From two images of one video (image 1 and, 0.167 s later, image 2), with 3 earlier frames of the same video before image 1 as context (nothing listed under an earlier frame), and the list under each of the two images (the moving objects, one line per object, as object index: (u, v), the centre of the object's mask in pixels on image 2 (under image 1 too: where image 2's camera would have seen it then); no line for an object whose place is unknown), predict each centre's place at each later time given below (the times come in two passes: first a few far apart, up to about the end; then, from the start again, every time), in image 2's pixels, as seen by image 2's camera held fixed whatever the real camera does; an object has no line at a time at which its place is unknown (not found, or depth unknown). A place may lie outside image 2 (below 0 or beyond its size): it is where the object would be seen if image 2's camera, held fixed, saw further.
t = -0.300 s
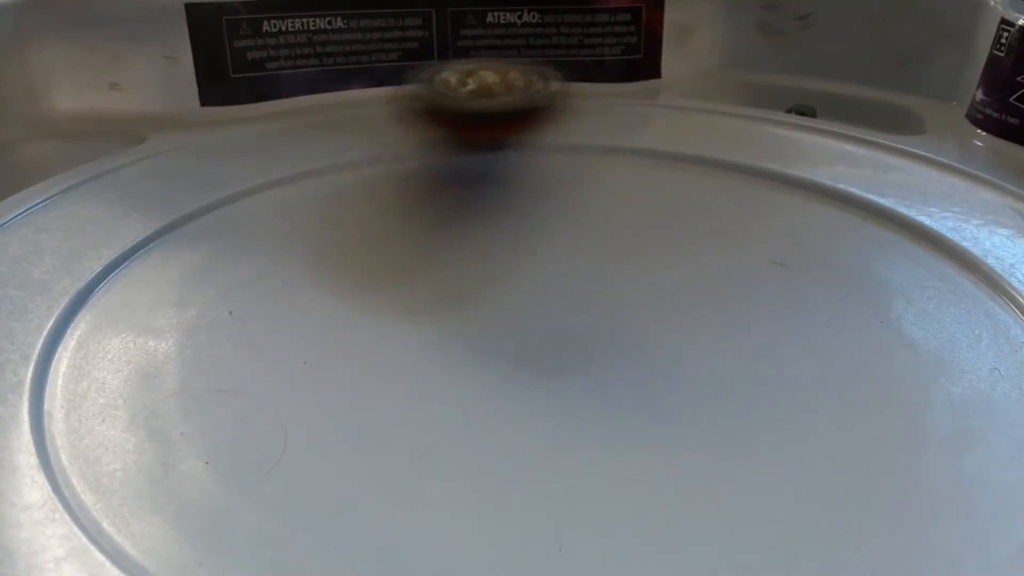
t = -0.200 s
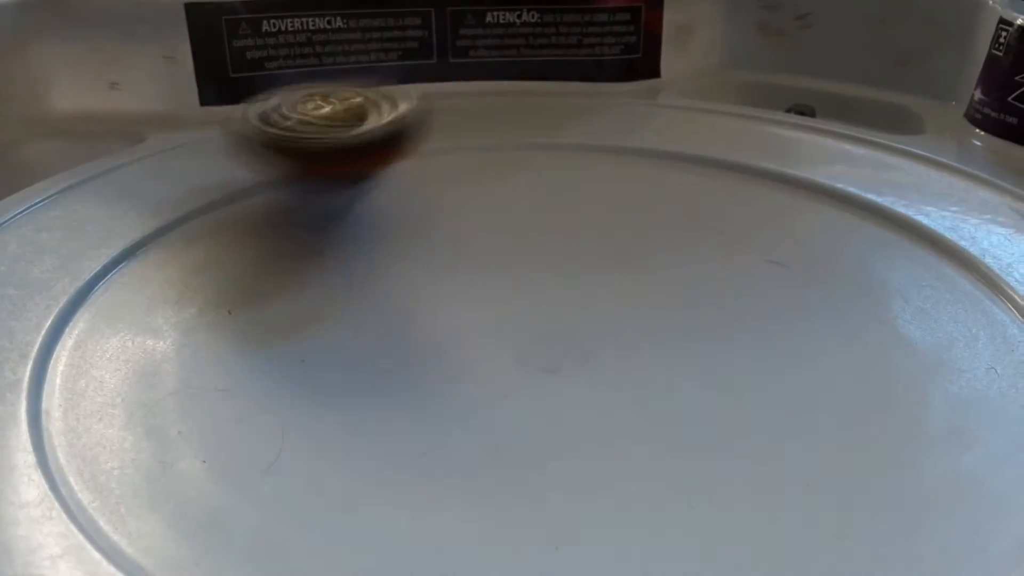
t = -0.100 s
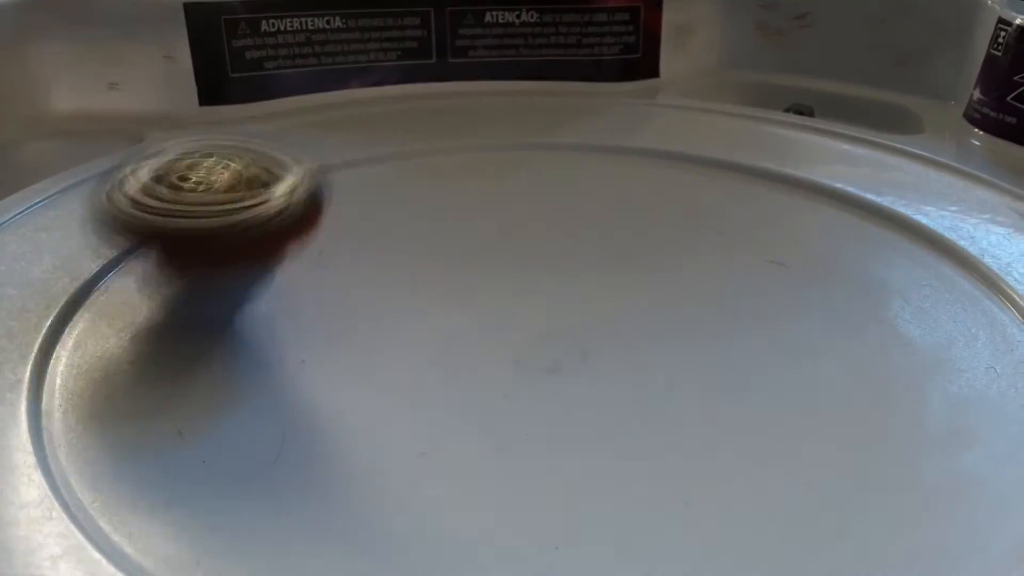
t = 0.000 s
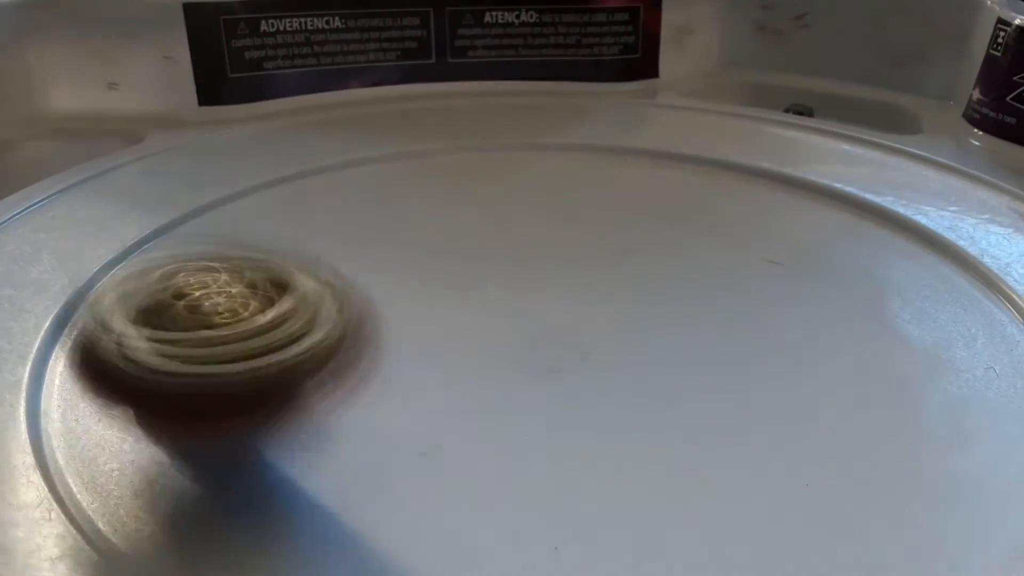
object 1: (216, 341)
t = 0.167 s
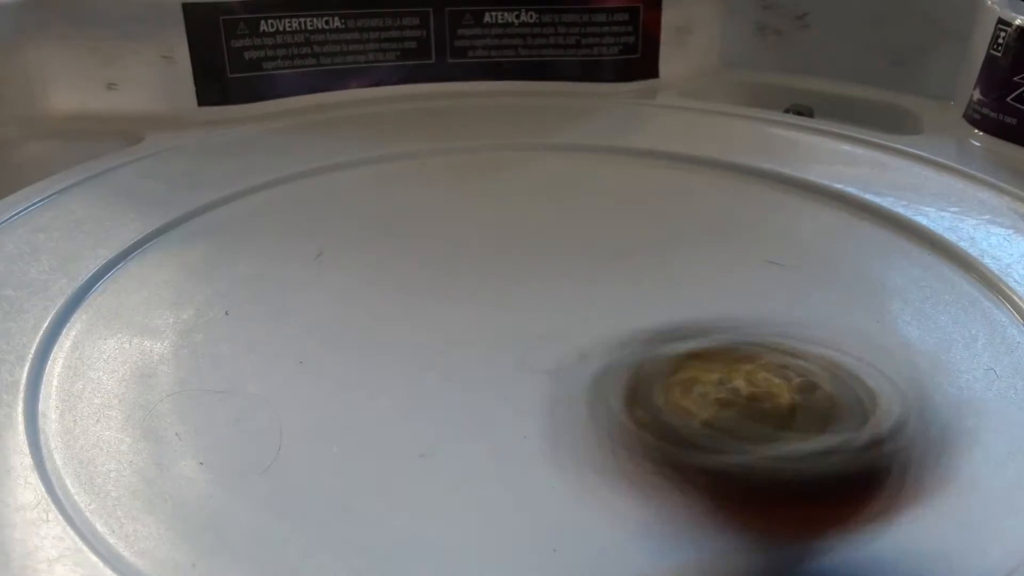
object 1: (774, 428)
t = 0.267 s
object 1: (921, 336)
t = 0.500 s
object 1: (719, 148)
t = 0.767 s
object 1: (333, 203)
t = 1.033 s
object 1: (492, 424)
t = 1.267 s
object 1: (806, 320)
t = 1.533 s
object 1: (625, 198)
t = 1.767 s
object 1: (413, 202)
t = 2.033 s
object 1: (347, 315)
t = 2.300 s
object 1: (646, 359)
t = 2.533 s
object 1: (749, 267)
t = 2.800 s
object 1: (584, 203)
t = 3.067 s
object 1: (393, 256)
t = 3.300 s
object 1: (448, 359)
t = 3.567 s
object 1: (706, 339)
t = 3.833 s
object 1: (656, 235)
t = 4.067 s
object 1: (491, 211)
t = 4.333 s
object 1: (390, 280)
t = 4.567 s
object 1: (522, 334)
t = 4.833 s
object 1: (676, 297)
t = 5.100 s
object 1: (622, 242)
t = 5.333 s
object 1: (507, 248)
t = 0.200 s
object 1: (846, 404)
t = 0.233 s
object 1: (899, 369)
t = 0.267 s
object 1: (921, 336)
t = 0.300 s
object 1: (929, 301)
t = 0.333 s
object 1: (920, 250)
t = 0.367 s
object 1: (904, 219)
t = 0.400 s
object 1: (868, 193)
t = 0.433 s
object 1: (820, 173)
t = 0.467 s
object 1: (775, 158)
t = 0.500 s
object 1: (719, 148)
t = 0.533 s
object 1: (658, 142)
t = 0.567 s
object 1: (609, 141)
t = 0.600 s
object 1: (560, 140)
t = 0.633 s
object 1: (512, 146)
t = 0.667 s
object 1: (464, 153)
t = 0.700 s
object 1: (416, 165)
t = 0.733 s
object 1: (371, 184)
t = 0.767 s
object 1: (333, 203)
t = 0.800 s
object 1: (297, 235)
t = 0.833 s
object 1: (274, 262)
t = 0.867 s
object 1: (262, 293)
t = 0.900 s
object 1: (264, 315)
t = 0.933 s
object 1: (291, 360)
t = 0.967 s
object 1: (336, 389)
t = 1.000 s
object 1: (412, 409)
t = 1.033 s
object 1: (492, 424)
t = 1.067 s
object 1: (570, 426)
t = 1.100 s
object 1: (643, 417)
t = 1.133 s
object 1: (710, 404)
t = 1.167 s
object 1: (760, 382)
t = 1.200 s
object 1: (787, 362)
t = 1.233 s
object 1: (802, 342)
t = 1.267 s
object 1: (806, 320)
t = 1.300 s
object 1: (802, 295)
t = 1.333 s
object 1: (788, 274)
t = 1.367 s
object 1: (770, 256)
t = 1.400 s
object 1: (745, 240)
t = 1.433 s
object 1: (720, 225)
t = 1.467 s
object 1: (689, 215)
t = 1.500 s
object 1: (657, 205)
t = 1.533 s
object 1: (625, 198)
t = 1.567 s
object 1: (593, 193)
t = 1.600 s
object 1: (556, 191)
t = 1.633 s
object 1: (526, 190)
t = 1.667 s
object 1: (496, 189)
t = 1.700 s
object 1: (467, 191)
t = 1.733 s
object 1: (438, 196)
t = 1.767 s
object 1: (413, 202)
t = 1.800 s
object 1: (391, 210)
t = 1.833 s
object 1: (370, 220)
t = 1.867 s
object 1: (352, 230)
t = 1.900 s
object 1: (338, 244)
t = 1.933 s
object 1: (330, 263)
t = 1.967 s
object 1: (328, 281)
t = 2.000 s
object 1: (334, 299)
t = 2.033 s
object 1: (347, 315)
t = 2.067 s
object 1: (372, 331)
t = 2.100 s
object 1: (402, 347)
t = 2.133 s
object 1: (436, 357)
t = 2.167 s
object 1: (480, 364)
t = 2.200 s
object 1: (522, 367)
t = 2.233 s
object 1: (566, 368)
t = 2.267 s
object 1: (609, 365)
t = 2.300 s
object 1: (646, 359)
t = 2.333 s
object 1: (680, 350)
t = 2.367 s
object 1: (711, 339)
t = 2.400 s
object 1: (734, 326)
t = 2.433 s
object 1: (748, 312)
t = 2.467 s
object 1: (755, 298)
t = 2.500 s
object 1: (755, 282)
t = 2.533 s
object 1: (749, 267)
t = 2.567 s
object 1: (739, 253)
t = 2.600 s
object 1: (724, 240)
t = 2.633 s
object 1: (708, 228)
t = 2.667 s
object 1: (687, 220)
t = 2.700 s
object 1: (661, 213)
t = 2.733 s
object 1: (636, 208)
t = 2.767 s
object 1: (611, 205)
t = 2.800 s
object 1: (584, 203)
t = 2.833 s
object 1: (556, 203)
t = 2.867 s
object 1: (528, 204)
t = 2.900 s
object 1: (499, 208)
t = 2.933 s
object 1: (474, 214)
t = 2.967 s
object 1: (449, 223)
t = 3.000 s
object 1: (426, 234)
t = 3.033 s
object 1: (409, 244)
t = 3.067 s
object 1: (393, 256)
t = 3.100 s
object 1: (382, 272)
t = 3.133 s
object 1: (377, 291)
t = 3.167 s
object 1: (378, 306)
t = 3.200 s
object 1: (386, 320)
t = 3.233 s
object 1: (400, 334)
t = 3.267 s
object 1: (421, 348)
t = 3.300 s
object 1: (448, 359)
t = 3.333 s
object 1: (480, 367)
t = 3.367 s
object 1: (517, 372)
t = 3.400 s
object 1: (555, 375)
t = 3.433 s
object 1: (593, 374)
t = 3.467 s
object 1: (628, 369)
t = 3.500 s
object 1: (659, 362)
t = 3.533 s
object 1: (686, 351)
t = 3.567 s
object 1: (706, 339)
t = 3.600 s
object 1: (719, 326)
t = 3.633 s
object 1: (725, 313)
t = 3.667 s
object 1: (725, 299)
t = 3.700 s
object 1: (719, 284)
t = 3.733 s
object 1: (708, 269)
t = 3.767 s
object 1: (694, 256)
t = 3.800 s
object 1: (676, 245)
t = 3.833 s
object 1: (656, 235)
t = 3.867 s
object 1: (635, 226)
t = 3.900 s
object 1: (610, 220)
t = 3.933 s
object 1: (587, 215)
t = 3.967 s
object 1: (562, 211)
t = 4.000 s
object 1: (537, 210)
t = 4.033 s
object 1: (514, 210)
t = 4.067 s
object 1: (491, 211)
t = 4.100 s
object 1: (468, 215)
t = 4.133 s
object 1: (447, 220)
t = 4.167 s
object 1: (428, 227)
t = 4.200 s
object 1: (412, 235)
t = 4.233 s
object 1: (400, 245)
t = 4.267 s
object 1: (392, 256)
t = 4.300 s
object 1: (388, 268)
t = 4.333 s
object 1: (390, 280)
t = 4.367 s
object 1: (397, 291)
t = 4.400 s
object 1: (409, 302)
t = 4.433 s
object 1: (424, 312)
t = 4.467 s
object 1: (445, 320)
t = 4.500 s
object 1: (469, 327)
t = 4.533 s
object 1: (495, 331)
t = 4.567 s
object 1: (522, 334)
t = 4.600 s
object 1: (550, 335)
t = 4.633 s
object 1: (577, 334)
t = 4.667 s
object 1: (601, 331)
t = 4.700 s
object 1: (623, 326)
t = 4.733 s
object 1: (642, 320)
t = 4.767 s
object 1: (657, 313)
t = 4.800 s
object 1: (669, 305)
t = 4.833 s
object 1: (676, 297)
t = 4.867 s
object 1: (680, 289)
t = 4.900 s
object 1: (681, 280)
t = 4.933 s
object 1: (677, 272)
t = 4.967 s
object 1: (671, 264)
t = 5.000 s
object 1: (662, 257)
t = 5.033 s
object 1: (650, 251)
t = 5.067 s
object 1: (637, 246)
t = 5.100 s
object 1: (622, 242)
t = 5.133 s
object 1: (606, 239)
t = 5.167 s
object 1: (589, 237)
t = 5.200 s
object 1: (571, 237)
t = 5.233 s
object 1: (554, 238)
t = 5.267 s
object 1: (537, 240)
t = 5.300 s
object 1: (521, 244)
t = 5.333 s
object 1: (507, 248)
